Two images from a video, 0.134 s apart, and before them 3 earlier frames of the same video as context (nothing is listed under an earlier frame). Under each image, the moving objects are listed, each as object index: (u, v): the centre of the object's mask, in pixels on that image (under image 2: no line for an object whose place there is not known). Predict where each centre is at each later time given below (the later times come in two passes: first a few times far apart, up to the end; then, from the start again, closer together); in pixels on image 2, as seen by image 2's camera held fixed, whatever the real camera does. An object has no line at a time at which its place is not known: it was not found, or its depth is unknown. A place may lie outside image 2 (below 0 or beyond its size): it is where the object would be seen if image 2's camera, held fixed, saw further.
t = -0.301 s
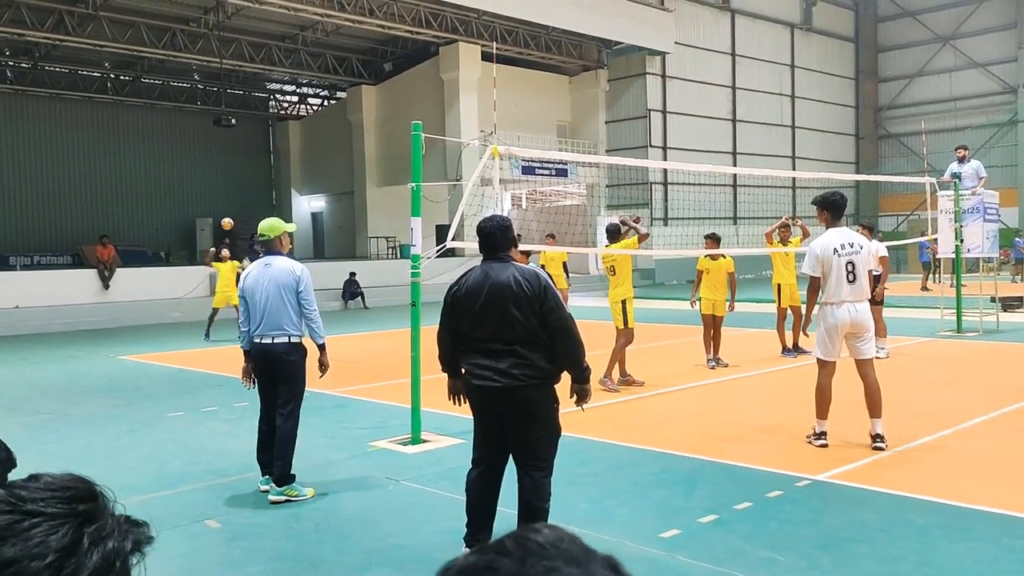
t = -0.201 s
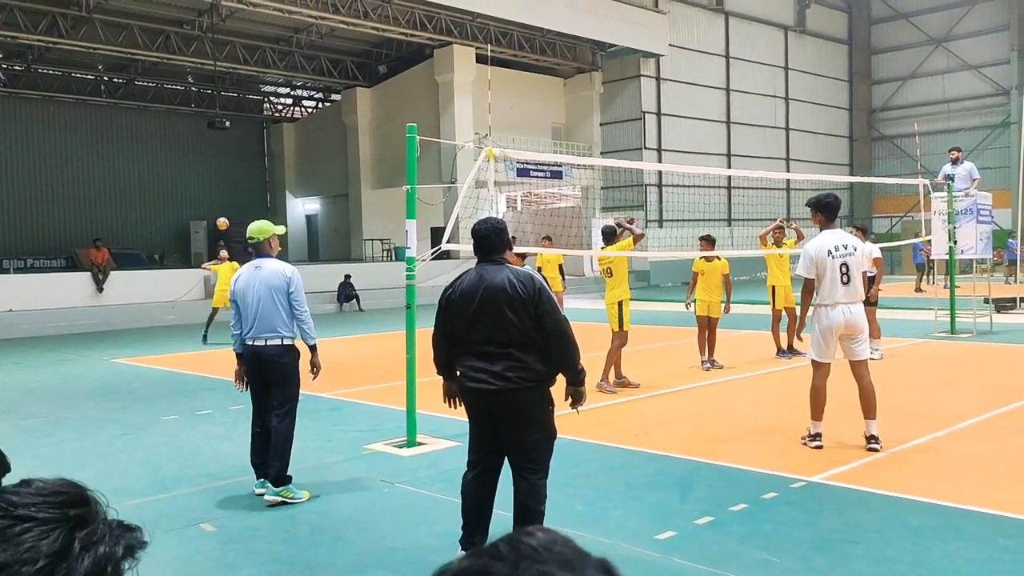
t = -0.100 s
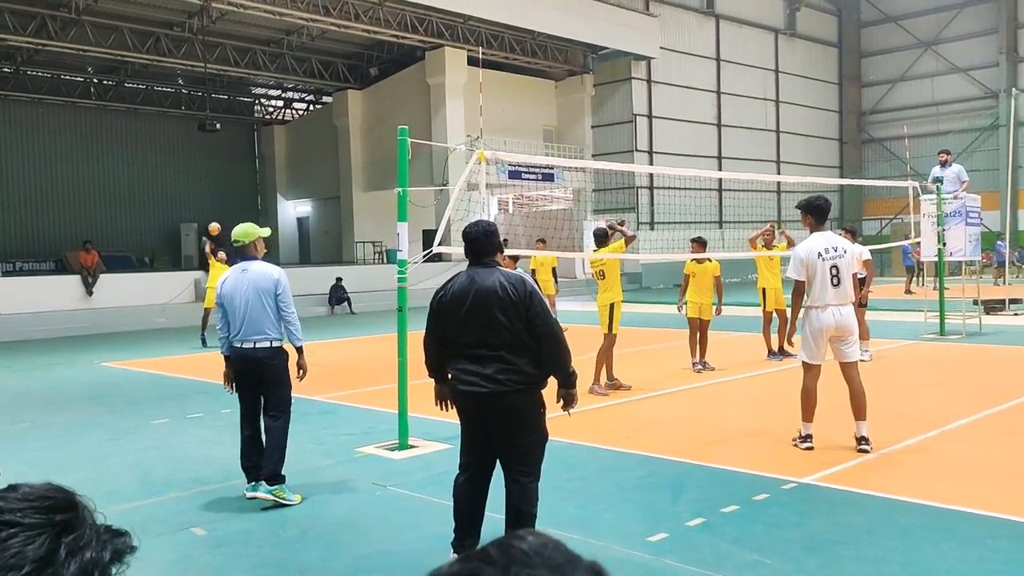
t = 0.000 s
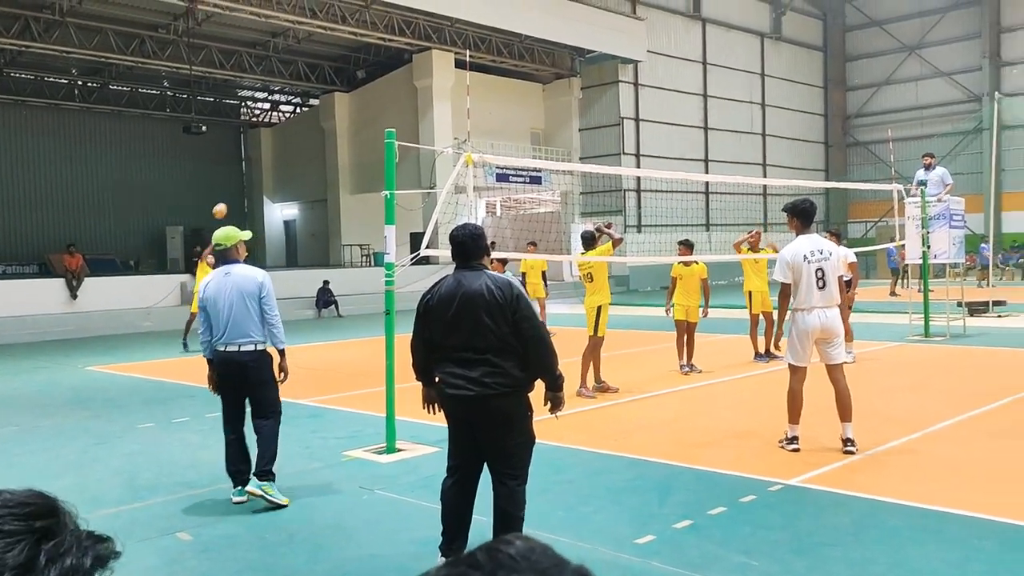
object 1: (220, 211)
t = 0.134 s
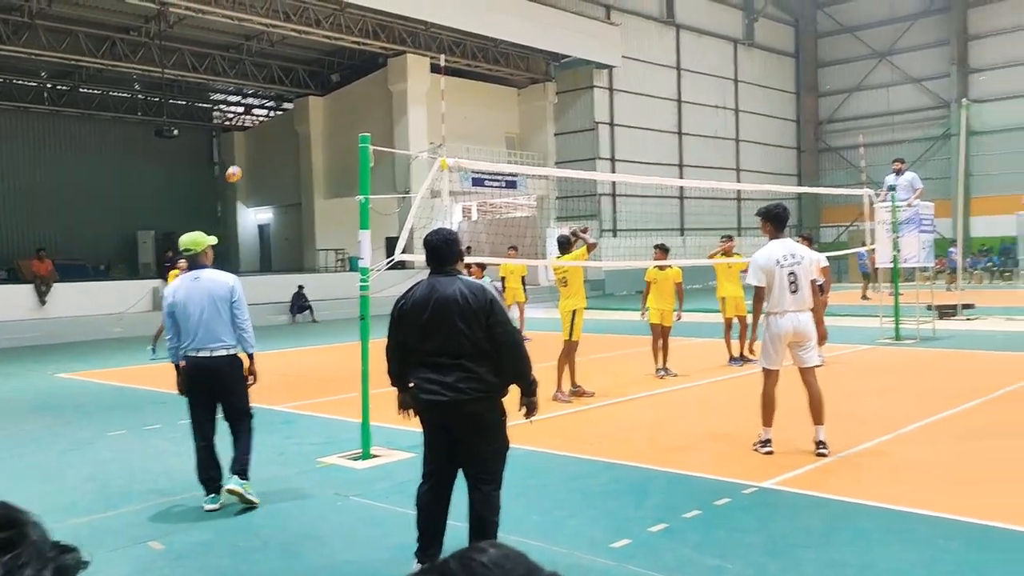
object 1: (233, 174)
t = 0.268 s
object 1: (281, 137)
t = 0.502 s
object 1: (387, 87)
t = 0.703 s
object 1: (507, 69)
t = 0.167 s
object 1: (245, 164)
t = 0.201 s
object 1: (256, 155)
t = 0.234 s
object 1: (268, 146)
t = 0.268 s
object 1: (281, 137)
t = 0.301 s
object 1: (293, 128)
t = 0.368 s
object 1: (321, 112)
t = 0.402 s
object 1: (339, 105)
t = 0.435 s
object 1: (355, 99)
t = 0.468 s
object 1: (373, 93)
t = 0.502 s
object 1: (387, 87)
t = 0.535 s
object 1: (407, 82)
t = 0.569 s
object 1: (425, 77)
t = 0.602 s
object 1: (445, 73)
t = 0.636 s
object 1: (466, 71)
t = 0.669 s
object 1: (487, 70)
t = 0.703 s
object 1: (507, 69)
